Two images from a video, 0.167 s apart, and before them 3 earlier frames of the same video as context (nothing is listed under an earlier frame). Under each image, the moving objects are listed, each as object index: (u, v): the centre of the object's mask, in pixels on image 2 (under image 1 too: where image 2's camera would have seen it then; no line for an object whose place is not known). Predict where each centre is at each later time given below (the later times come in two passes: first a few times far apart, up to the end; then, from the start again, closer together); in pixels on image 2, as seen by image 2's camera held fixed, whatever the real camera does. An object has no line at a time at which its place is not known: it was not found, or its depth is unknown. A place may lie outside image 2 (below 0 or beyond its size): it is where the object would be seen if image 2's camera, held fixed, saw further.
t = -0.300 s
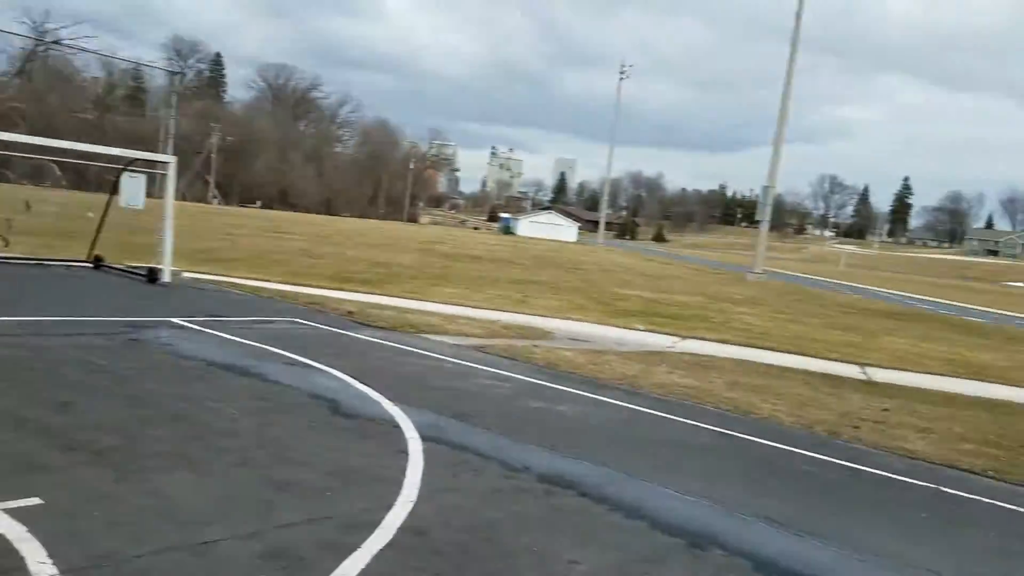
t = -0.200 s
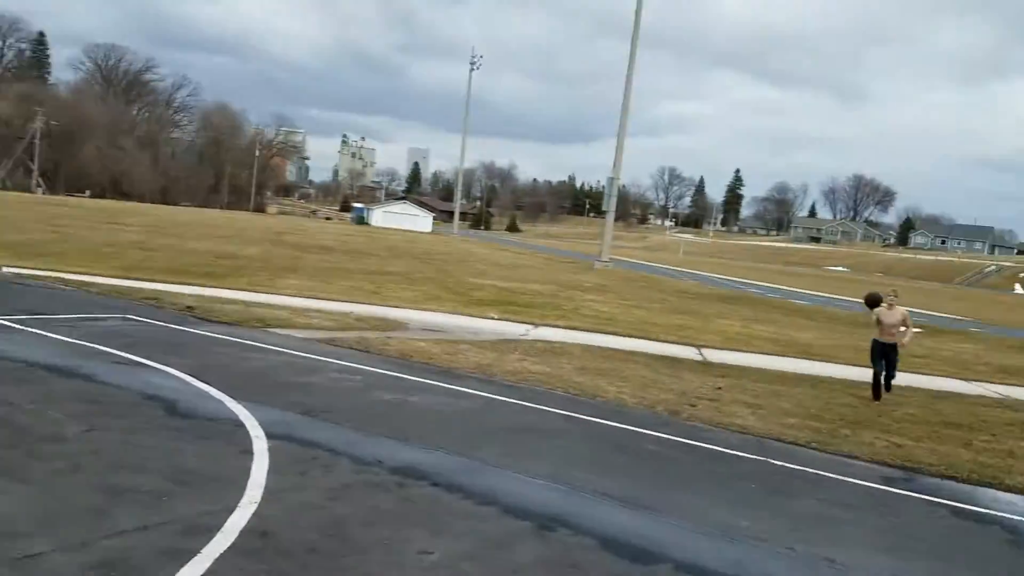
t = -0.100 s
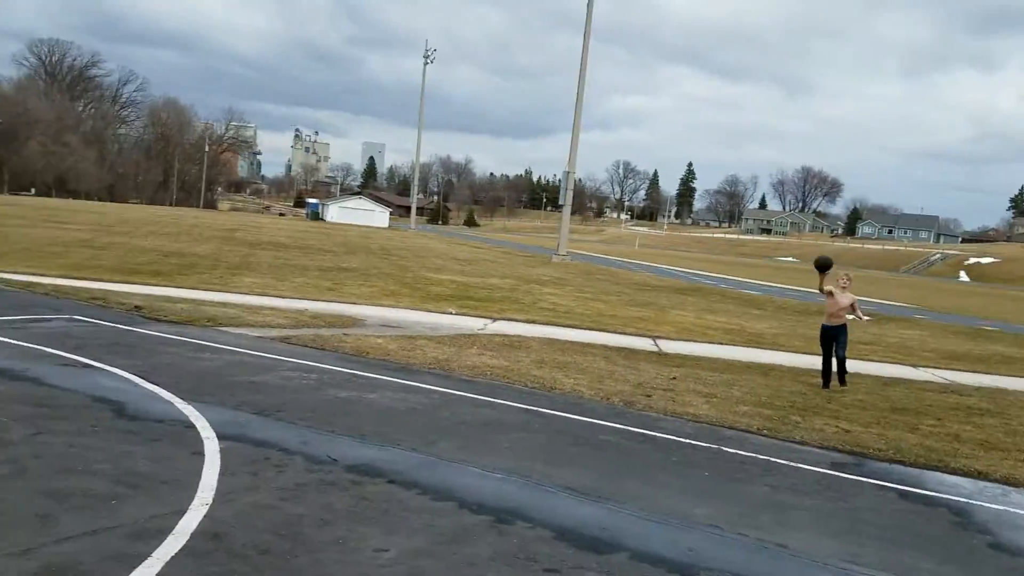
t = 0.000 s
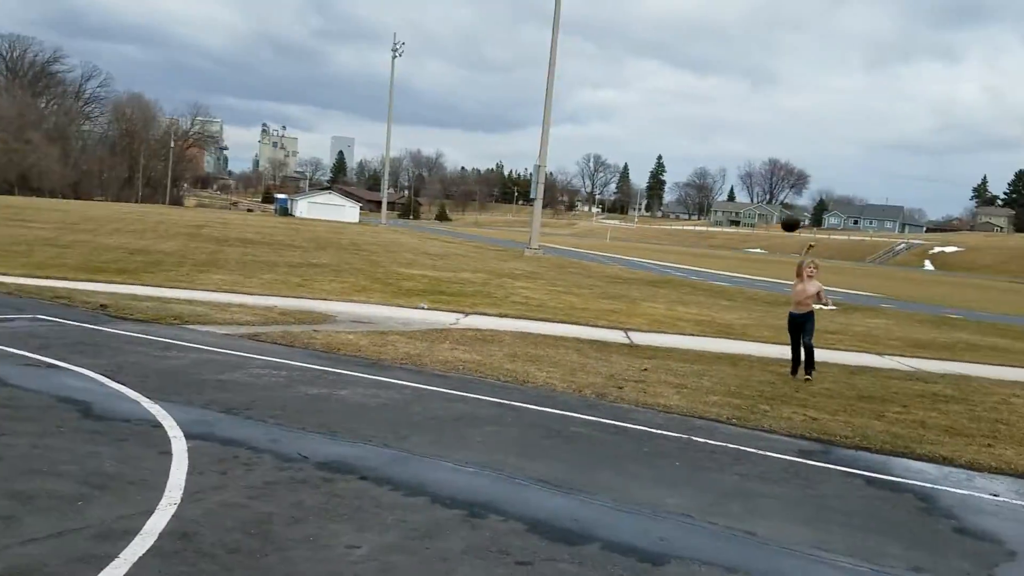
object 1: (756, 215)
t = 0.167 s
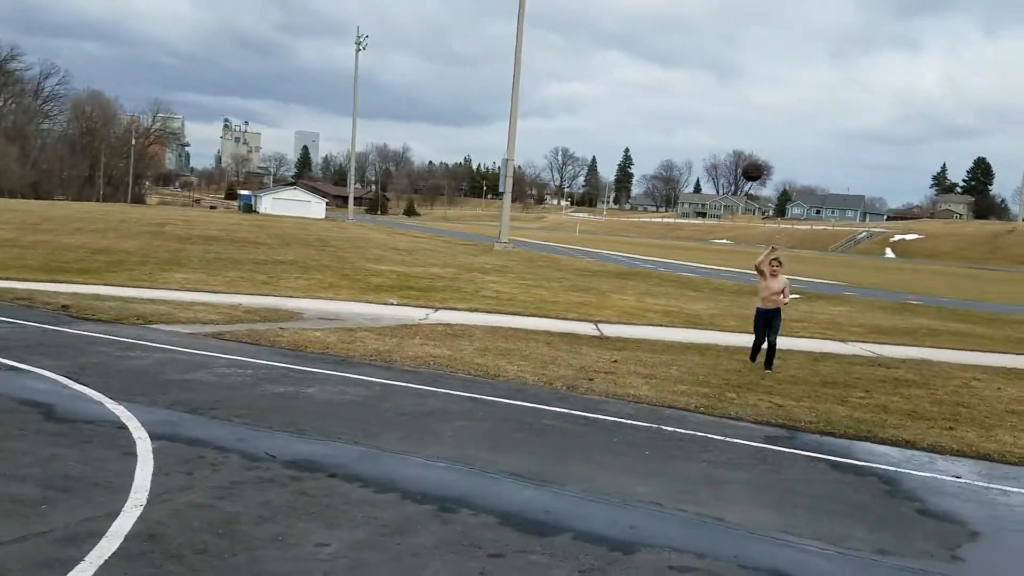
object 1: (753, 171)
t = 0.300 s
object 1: (749, 148)
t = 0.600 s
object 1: (729, 152)
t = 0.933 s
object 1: (679, 348)
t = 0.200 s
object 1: (753, 164)
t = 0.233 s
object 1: (751, 158)
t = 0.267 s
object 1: (750, 153)
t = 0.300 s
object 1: (749, 148)
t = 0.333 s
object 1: (747, 144)
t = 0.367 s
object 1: (746, 141)
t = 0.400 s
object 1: (744, 139)
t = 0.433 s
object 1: (743, 138)
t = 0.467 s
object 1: (741, 138)
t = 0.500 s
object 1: (738, 139)
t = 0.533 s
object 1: (736, 142)
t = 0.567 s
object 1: (733, 147)
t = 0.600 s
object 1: (729, 152)
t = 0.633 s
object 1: (726, 160)
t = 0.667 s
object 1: (723, 170)
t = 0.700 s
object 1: (719, 181)
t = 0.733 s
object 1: (715, 195)
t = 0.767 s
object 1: (710, 211)
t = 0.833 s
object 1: (700, 252)
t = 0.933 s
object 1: (679, 348)
